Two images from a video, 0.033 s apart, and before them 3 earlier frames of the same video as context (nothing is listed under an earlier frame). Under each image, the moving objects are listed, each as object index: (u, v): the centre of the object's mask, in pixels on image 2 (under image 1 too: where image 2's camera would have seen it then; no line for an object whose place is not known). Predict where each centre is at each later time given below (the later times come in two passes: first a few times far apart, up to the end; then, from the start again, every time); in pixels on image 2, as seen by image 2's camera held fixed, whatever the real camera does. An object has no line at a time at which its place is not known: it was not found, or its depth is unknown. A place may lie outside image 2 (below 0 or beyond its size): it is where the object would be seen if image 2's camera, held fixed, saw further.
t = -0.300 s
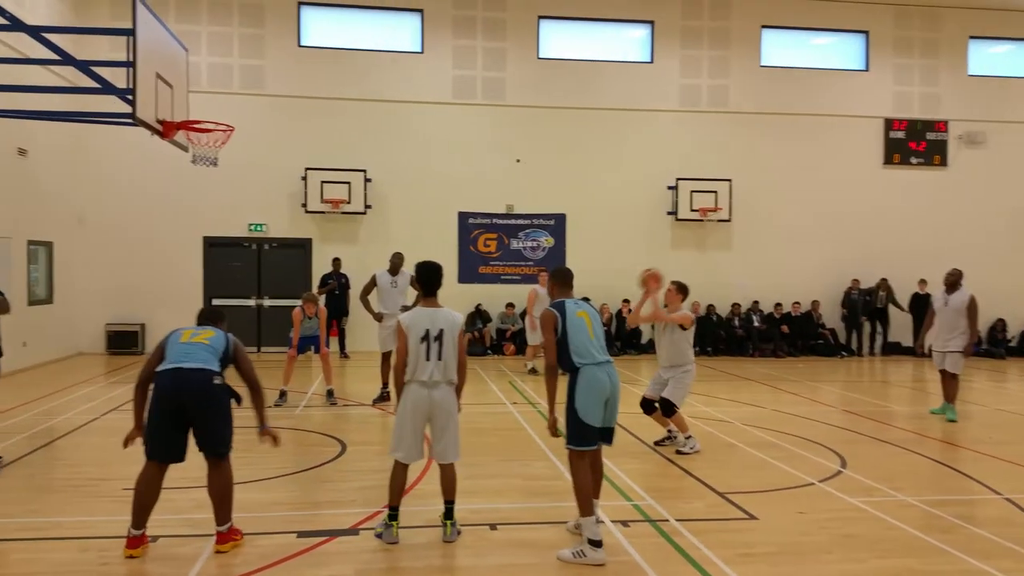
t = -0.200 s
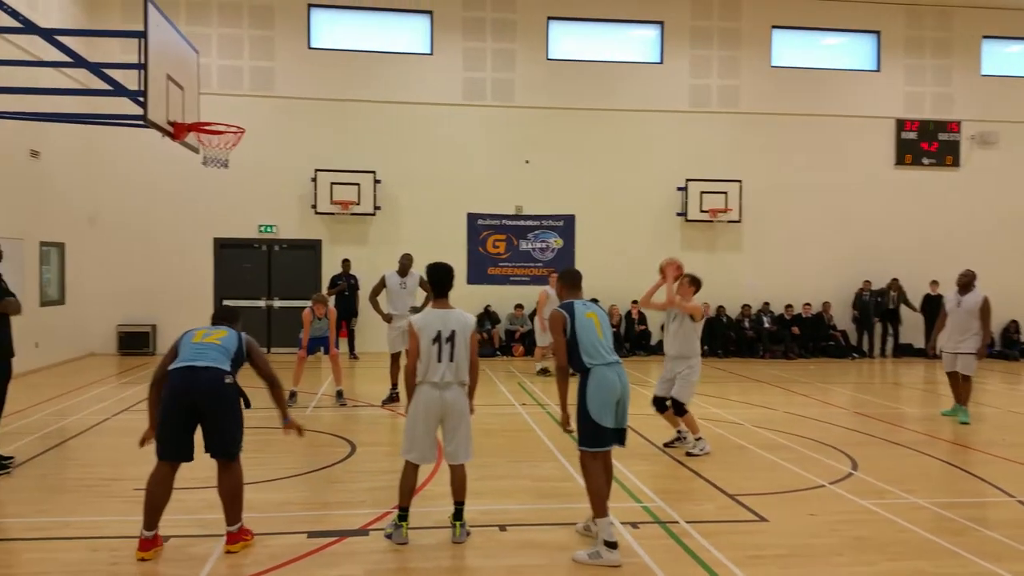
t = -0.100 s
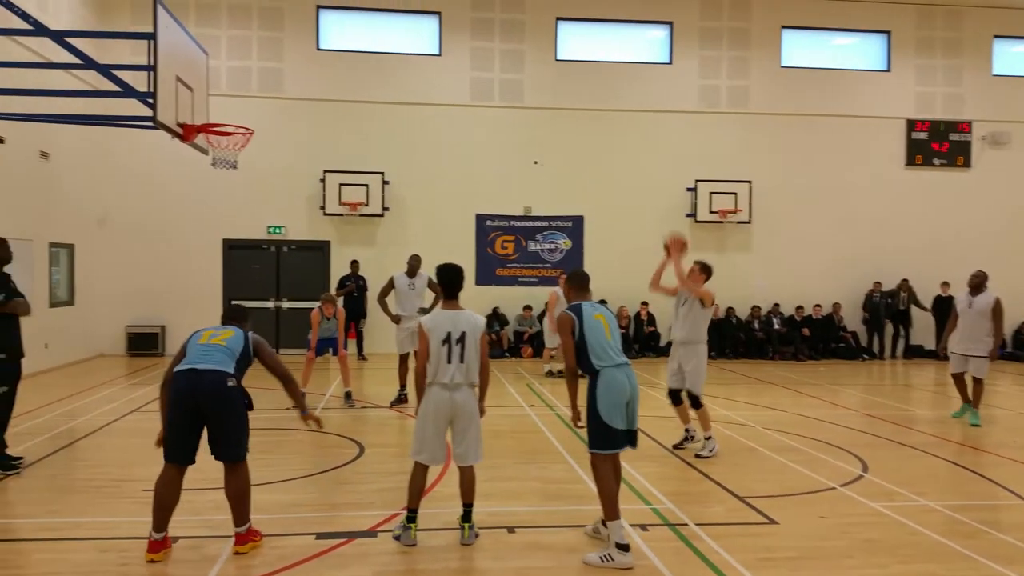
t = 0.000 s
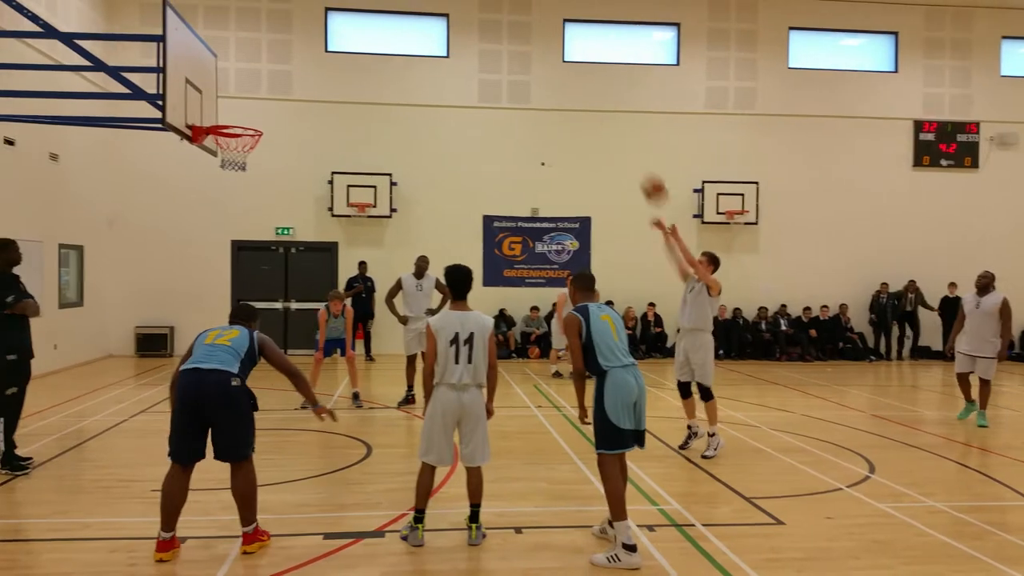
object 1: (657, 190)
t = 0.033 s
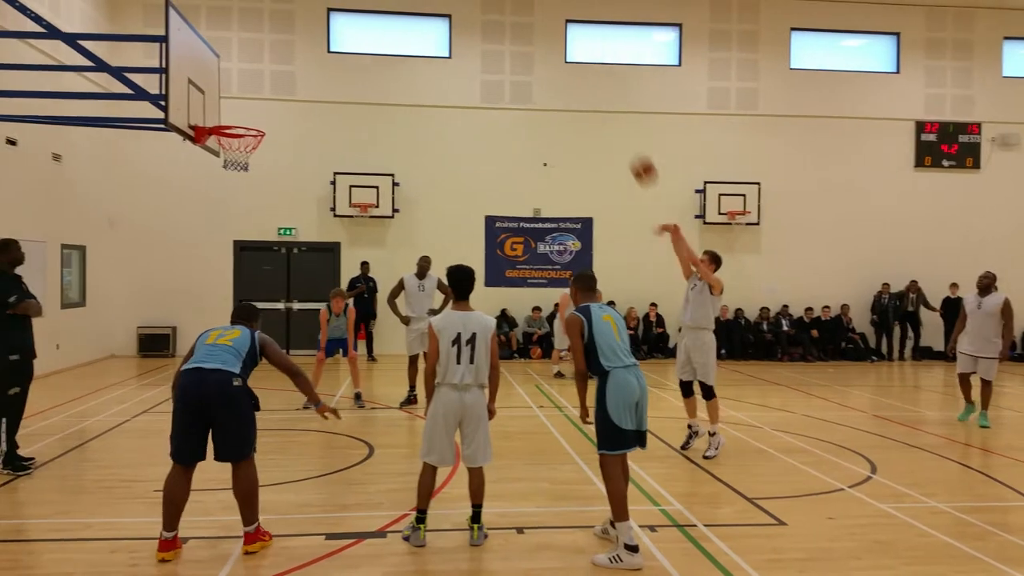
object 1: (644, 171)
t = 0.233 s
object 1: (571, 76)
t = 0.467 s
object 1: (481, 9)
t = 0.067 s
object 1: (631, 152)
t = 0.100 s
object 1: (619, 135)
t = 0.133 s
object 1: (607, 118)
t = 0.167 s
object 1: (595, 102)
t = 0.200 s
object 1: (584, 88)
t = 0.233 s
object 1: (571, 76)
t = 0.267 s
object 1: (558, 62)
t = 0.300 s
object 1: (547, 51)
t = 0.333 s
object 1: (534, 39)
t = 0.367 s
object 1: (523, 30)
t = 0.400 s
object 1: (510, 22)
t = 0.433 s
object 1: (497, 15)
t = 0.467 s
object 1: (481, 9)
